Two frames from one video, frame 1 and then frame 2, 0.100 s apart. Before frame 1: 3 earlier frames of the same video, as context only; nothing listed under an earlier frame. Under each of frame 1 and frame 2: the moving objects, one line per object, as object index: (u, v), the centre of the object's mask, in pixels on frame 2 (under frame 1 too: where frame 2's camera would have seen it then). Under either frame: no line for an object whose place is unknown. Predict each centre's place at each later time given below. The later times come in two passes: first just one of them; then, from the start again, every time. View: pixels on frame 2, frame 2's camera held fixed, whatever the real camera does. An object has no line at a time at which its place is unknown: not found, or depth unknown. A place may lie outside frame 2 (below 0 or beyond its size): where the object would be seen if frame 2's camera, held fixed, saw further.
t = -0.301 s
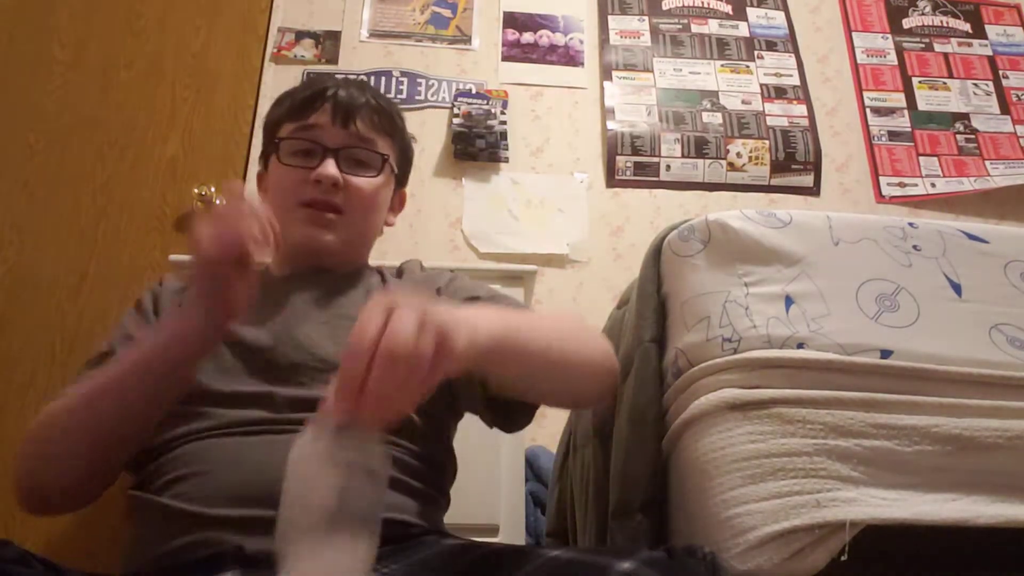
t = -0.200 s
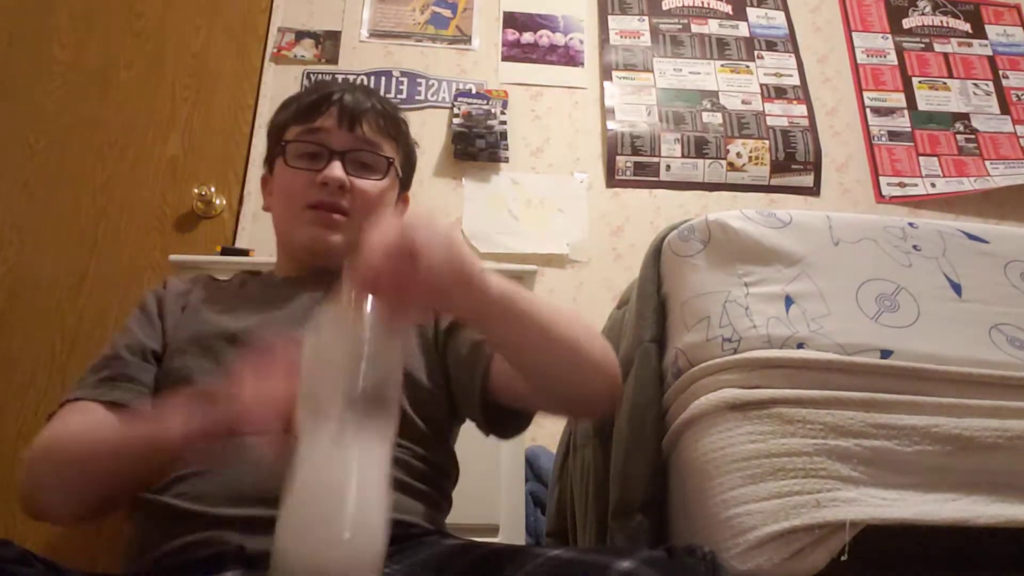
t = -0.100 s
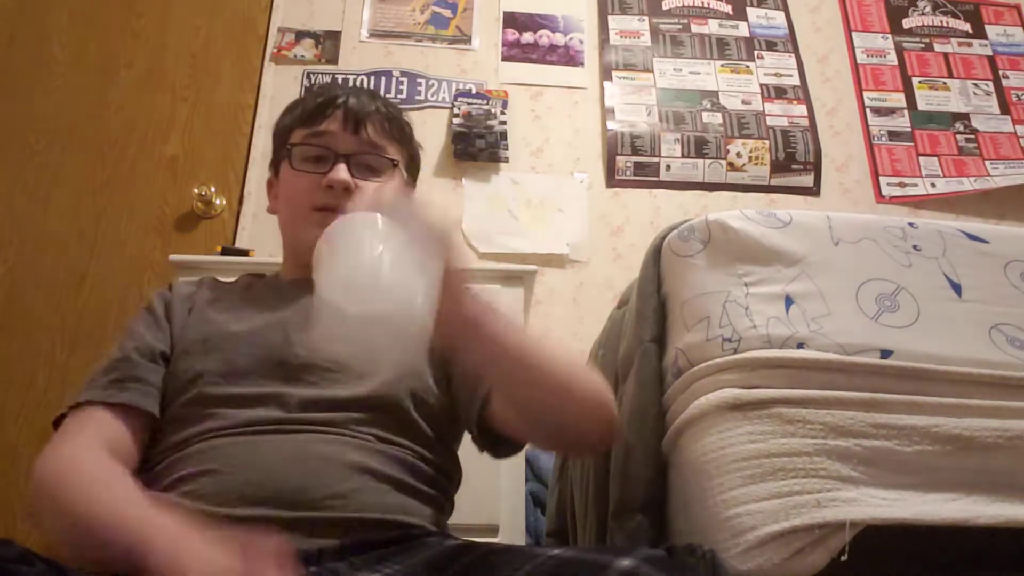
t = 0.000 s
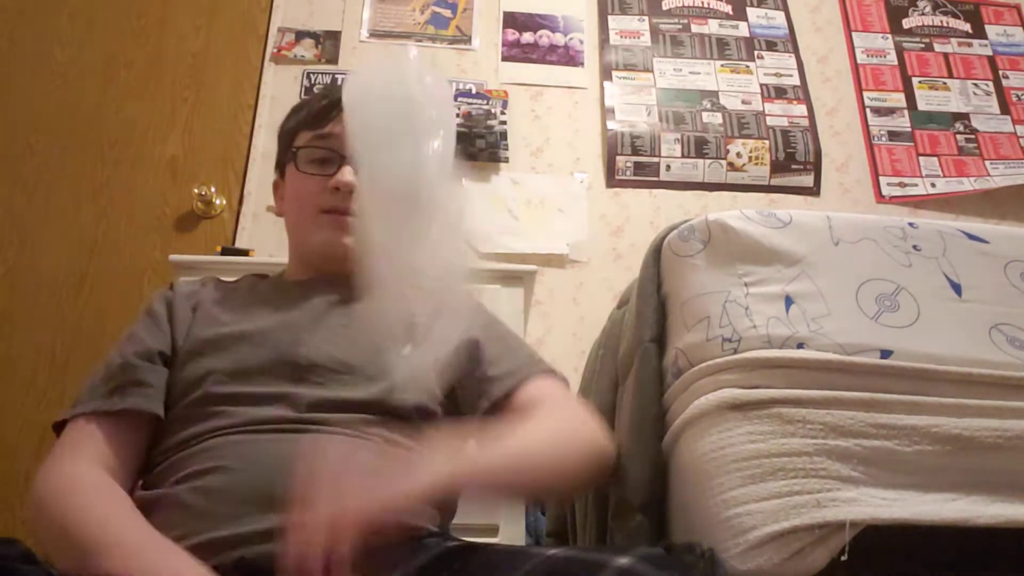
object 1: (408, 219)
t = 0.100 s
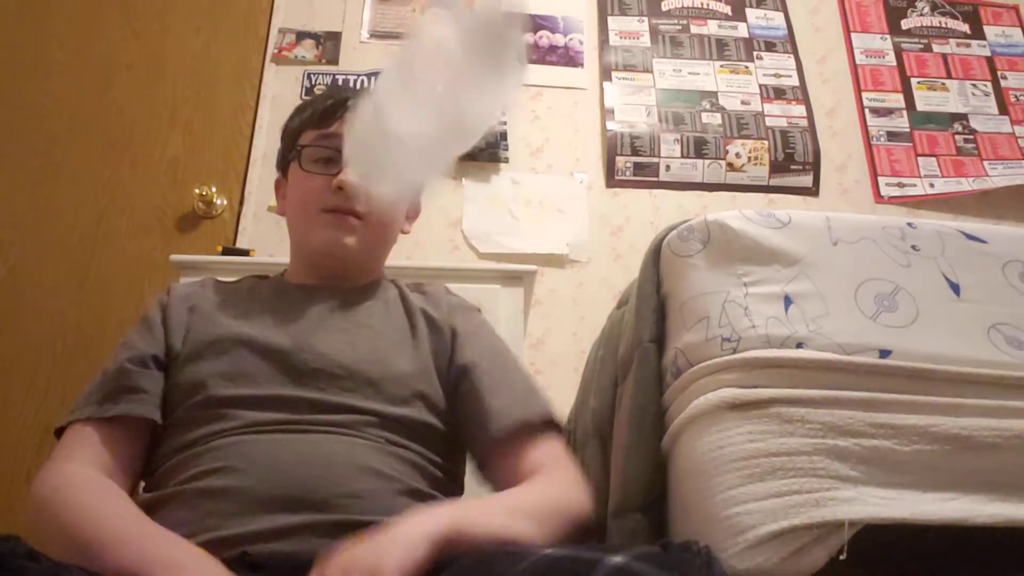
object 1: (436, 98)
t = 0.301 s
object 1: (416, 493)
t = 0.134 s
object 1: (428, 119)
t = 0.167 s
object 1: (424, 166)
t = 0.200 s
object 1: (421, 228)
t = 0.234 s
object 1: (411, 327)
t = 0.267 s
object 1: (411, 417)
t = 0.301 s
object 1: (416, 493)
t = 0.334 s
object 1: (427, 488)
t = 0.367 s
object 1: (424, 490)
